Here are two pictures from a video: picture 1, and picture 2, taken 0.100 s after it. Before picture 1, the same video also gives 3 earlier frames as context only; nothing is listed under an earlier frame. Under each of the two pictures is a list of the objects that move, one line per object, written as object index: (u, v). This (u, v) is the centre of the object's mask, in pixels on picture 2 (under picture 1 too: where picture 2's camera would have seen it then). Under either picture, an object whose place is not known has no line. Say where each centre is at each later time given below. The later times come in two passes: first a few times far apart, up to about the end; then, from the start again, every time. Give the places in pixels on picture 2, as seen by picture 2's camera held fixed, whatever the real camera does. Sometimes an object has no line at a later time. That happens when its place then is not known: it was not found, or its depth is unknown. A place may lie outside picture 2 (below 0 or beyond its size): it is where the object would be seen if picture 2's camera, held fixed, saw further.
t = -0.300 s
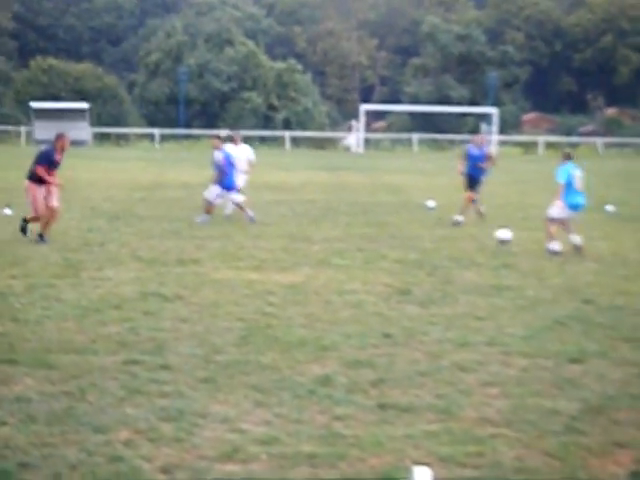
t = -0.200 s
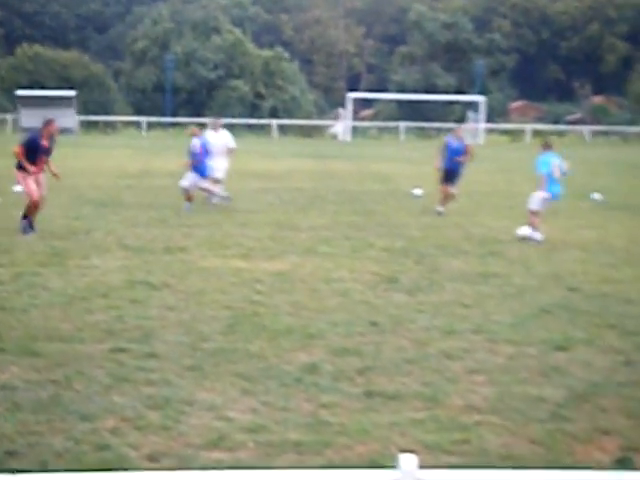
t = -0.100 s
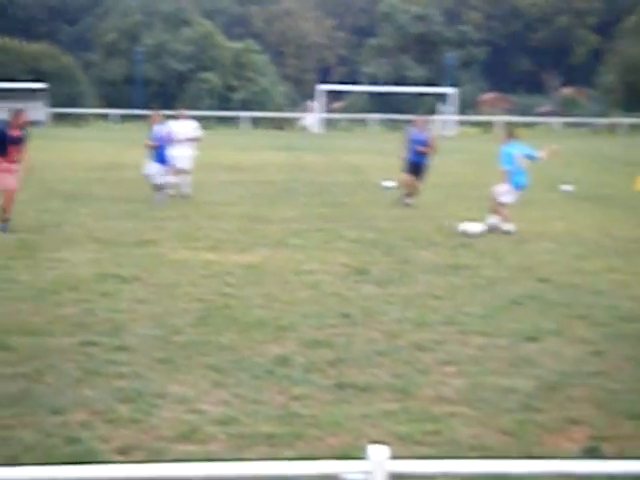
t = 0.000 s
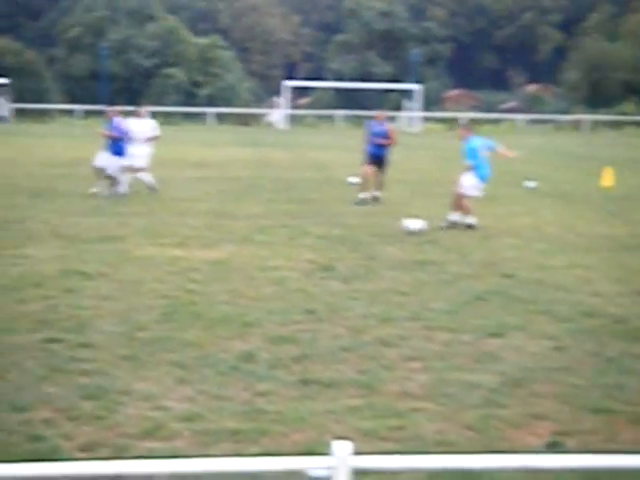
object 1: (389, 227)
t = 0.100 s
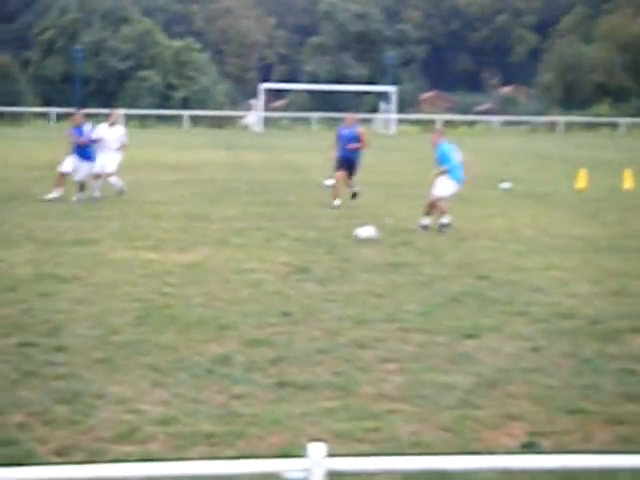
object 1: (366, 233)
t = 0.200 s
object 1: (345, 235)
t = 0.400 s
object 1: (308, 242)
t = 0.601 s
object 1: (275, 247)
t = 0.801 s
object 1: (244, 255)
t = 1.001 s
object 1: (215, 263)
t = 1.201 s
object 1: (186, 270)
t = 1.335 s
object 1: (167, 273)
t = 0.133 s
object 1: (358, 233)
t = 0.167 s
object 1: (351, 234)
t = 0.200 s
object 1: (345, 235)
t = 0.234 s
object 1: (338, 239)
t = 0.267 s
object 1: (331, 241)
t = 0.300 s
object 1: (326, 241)
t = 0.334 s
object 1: (320, 240)
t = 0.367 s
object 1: (313, 241)
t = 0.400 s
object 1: (308, 242)
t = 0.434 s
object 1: (302, 242)
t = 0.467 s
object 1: (297, 245)
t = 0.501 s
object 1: (291, 247)
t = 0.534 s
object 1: (286, 247)
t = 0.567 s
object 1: (280, 247)
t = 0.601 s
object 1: (275, 247)
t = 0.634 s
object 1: (270, 248)
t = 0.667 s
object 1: (264, 250)
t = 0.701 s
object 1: (259, 253)
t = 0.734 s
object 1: (254, 254)
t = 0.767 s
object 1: (250, 254)
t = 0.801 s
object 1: (244, 255)
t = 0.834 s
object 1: (240, 256)
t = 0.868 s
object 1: (235, 257)
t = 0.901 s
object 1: (230, 260)
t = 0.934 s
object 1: (225, 262)
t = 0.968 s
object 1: (221, 263)
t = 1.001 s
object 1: (215, 263)
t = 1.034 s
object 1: (210, 263)
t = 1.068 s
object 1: (205, 264)
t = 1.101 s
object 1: (200, 266)
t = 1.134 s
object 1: (196, 267)
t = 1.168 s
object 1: (190, 269)
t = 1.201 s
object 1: (186, 270)
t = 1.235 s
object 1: (182, 269)
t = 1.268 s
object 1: (177, 269)
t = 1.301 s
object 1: (171, 270)
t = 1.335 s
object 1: (167, 273)
